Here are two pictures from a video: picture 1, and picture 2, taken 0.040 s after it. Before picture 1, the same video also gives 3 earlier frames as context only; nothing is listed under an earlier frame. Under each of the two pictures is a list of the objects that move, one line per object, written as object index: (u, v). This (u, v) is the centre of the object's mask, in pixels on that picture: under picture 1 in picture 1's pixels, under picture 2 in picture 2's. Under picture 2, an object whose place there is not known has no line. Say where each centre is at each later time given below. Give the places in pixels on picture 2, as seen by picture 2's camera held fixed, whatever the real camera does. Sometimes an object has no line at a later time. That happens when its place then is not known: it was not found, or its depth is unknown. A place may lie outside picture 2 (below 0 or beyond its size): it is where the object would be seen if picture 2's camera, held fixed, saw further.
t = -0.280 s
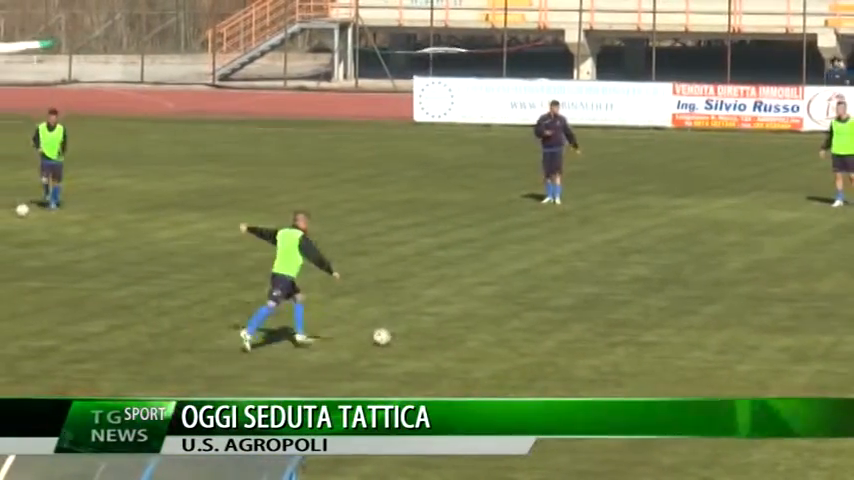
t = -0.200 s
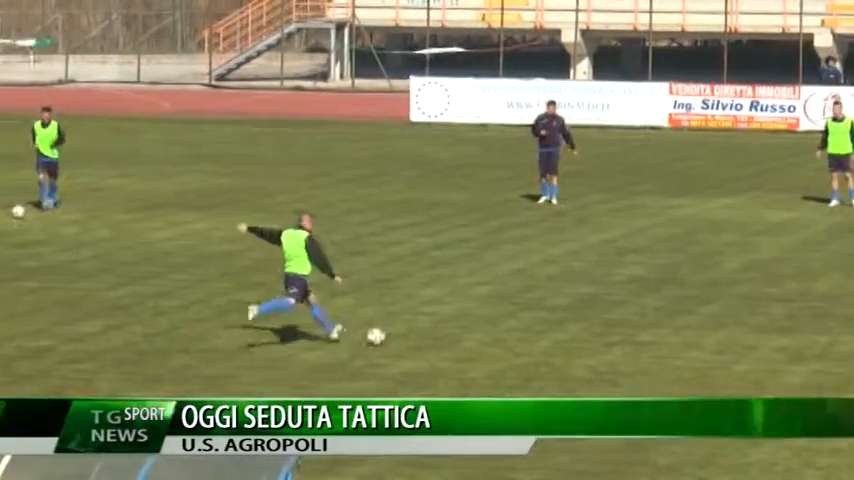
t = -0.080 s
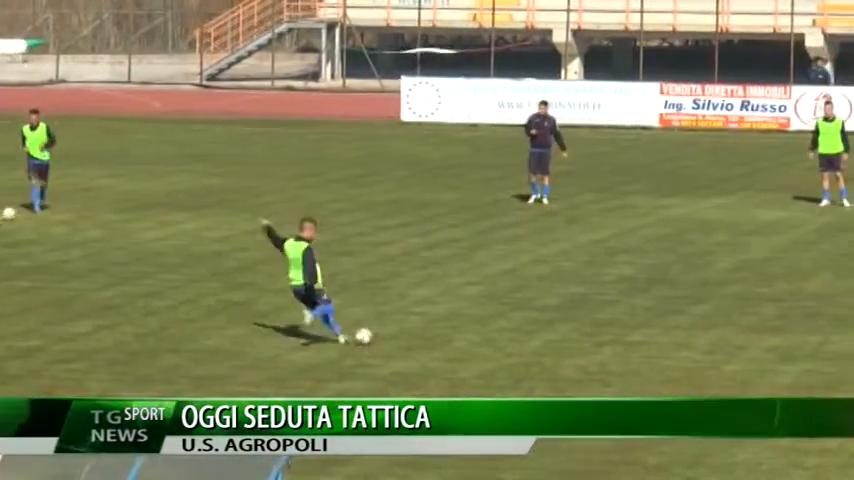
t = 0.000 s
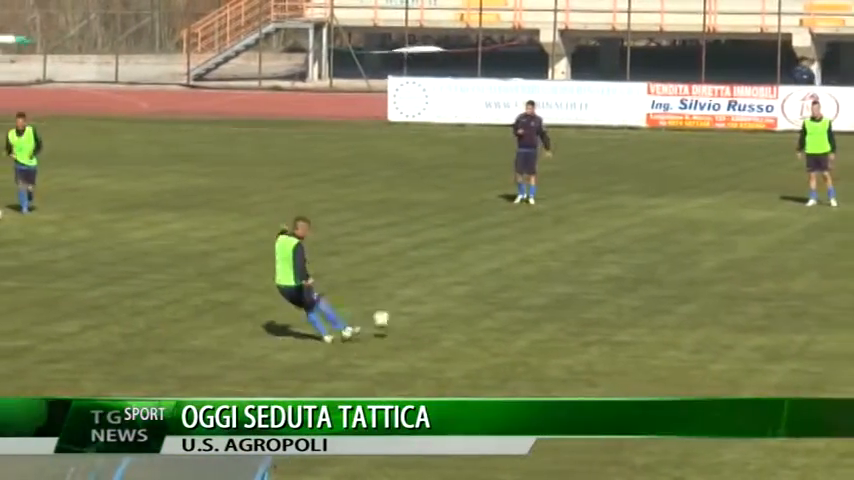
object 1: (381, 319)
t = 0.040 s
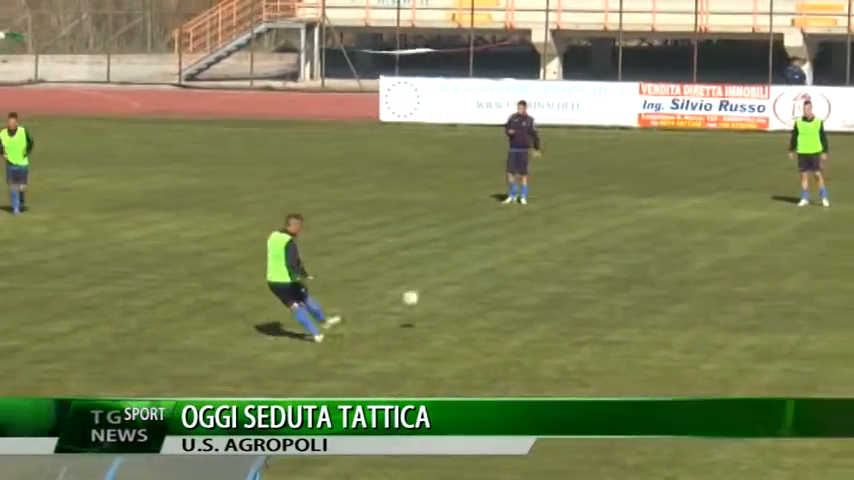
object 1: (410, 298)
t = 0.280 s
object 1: (598, 198)
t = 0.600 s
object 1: (786, 118)
